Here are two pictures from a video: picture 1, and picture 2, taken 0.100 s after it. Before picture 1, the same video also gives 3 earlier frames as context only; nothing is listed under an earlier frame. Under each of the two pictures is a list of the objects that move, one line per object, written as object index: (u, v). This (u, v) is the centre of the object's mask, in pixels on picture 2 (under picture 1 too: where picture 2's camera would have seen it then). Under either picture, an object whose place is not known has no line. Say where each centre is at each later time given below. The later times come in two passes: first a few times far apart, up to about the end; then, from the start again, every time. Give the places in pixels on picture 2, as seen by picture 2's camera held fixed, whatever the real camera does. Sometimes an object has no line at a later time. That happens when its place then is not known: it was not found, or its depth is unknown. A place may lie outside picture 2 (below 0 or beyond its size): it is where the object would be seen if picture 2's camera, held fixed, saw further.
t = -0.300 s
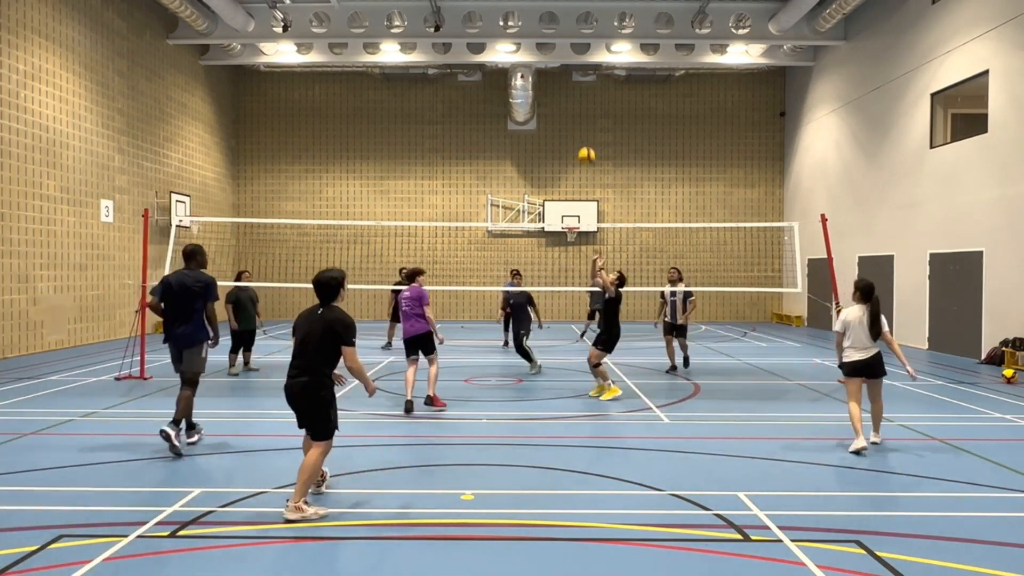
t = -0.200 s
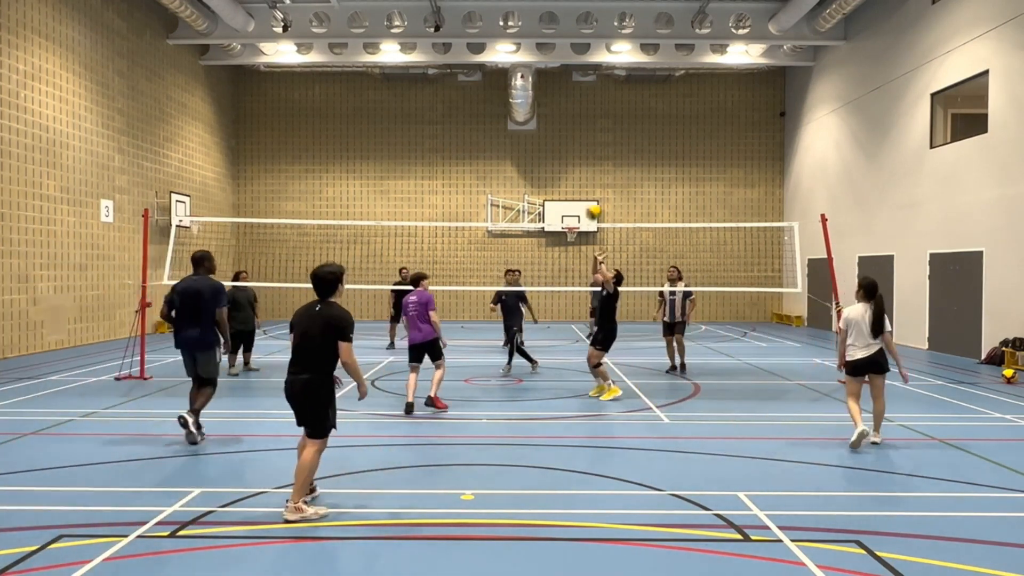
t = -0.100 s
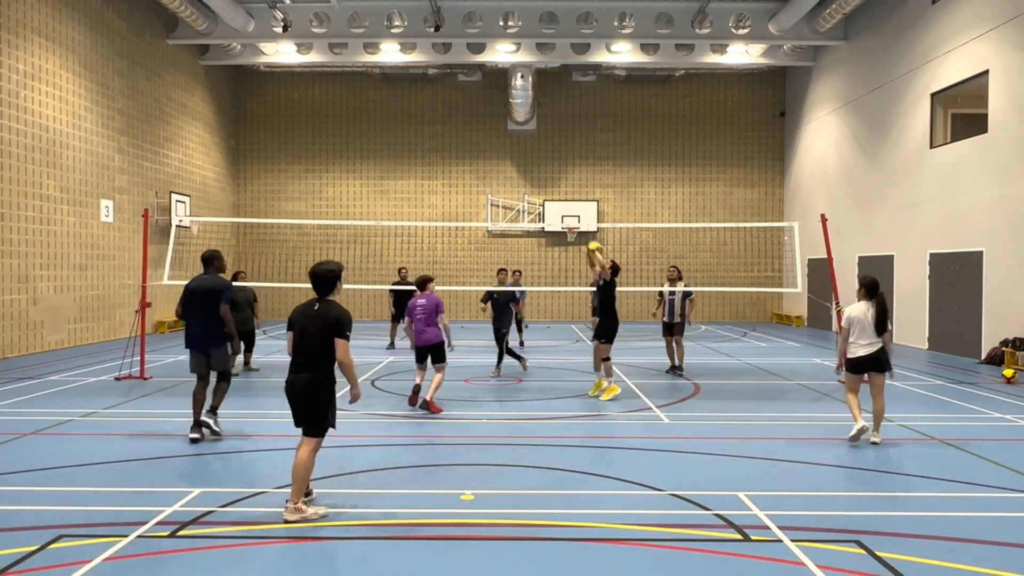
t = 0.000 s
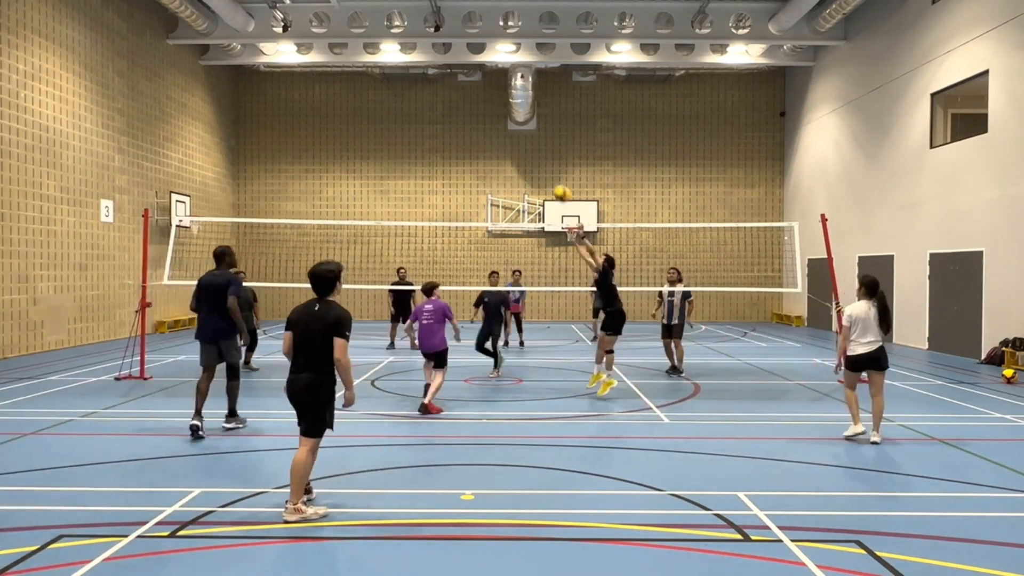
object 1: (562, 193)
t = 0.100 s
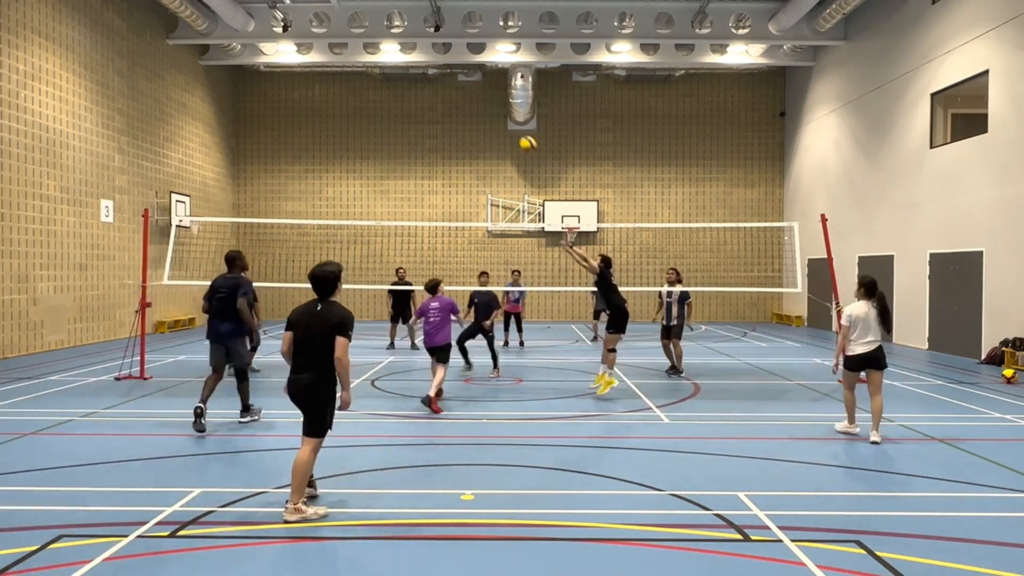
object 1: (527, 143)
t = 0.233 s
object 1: (483, 92)
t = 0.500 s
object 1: (398, 34)
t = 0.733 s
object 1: (330, 29)
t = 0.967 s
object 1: (264, 66)
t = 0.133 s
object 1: (515, 129)
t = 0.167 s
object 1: (504, 116)
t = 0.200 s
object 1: (494, 104)
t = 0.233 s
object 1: (483, 92)
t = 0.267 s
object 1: (472, 82)
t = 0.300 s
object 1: (461, 73)
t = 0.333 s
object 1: (451, 64)
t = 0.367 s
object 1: (440, 56)
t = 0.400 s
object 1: (430, 50)
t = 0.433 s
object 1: (419, 44)
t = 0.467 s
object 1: (409, 38)
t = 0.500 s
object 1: (398, 34)
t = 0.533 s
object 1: (389, 31)
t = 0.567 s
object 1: (378, 29)
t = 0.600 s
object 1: (369, 27)
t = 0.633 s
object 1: (359, 27)
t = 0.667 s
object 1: (350, 26)
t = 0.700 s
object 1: (340, 27)
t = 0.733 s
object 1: (330, 29)
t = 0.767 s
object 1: (319, 32)
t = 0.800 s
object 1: (310, 35)
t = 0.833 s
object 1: (301, 39)
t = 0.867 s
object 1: (292, 45)
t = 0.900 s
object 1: (282, 51)
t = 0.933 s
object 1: (273, 58)
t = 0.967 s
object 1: (264, 66)
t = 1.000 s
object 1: (255, 72)
